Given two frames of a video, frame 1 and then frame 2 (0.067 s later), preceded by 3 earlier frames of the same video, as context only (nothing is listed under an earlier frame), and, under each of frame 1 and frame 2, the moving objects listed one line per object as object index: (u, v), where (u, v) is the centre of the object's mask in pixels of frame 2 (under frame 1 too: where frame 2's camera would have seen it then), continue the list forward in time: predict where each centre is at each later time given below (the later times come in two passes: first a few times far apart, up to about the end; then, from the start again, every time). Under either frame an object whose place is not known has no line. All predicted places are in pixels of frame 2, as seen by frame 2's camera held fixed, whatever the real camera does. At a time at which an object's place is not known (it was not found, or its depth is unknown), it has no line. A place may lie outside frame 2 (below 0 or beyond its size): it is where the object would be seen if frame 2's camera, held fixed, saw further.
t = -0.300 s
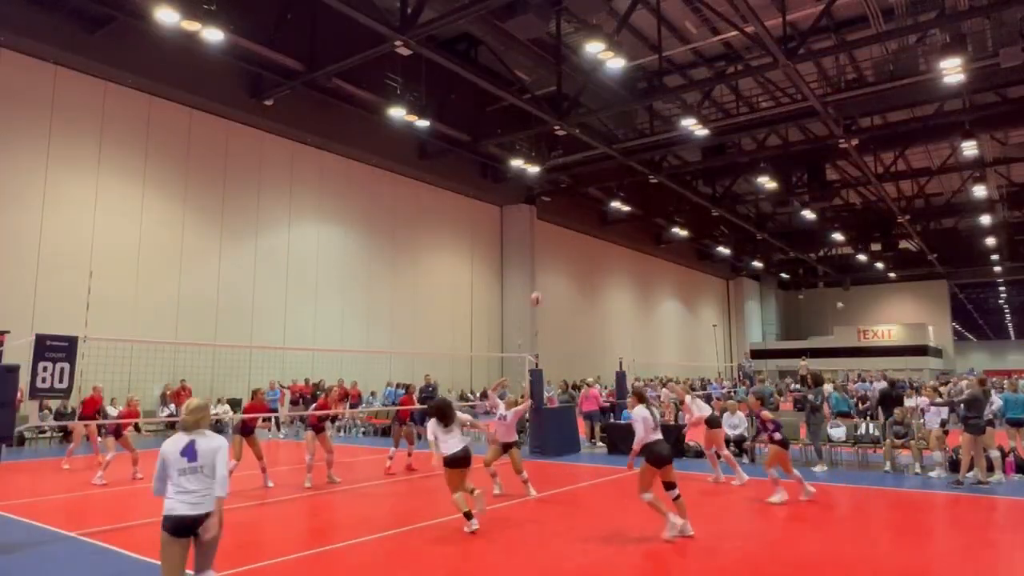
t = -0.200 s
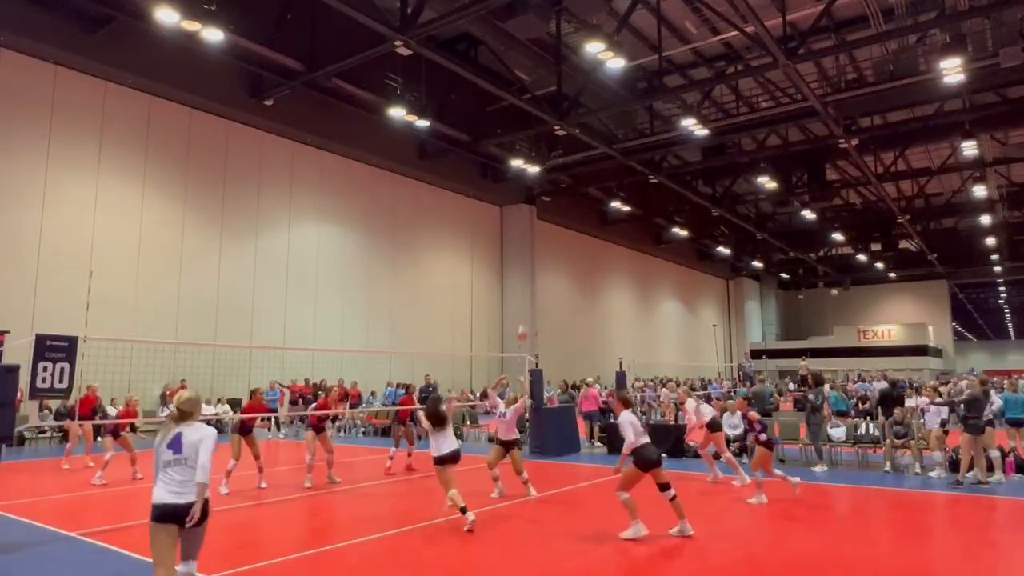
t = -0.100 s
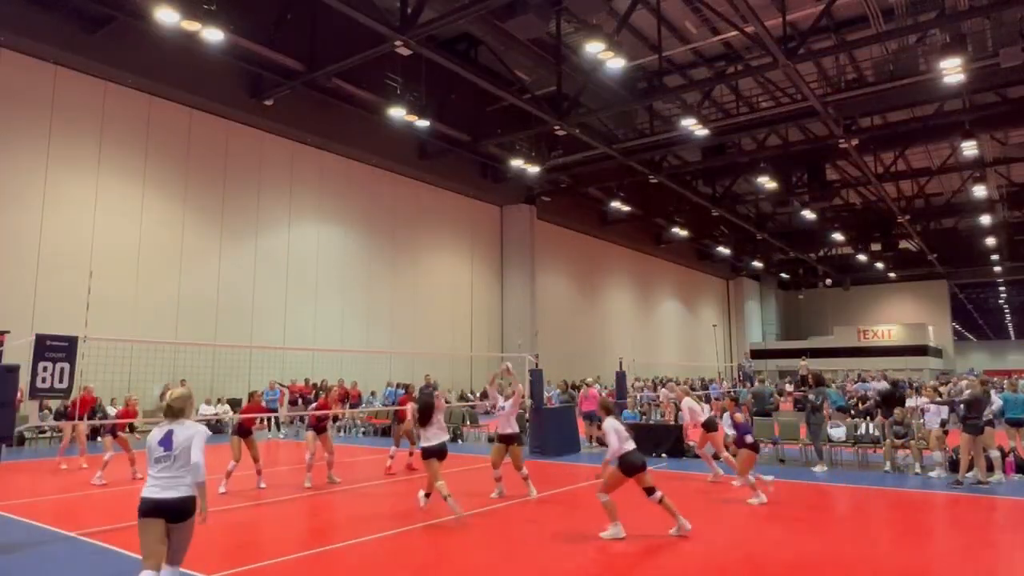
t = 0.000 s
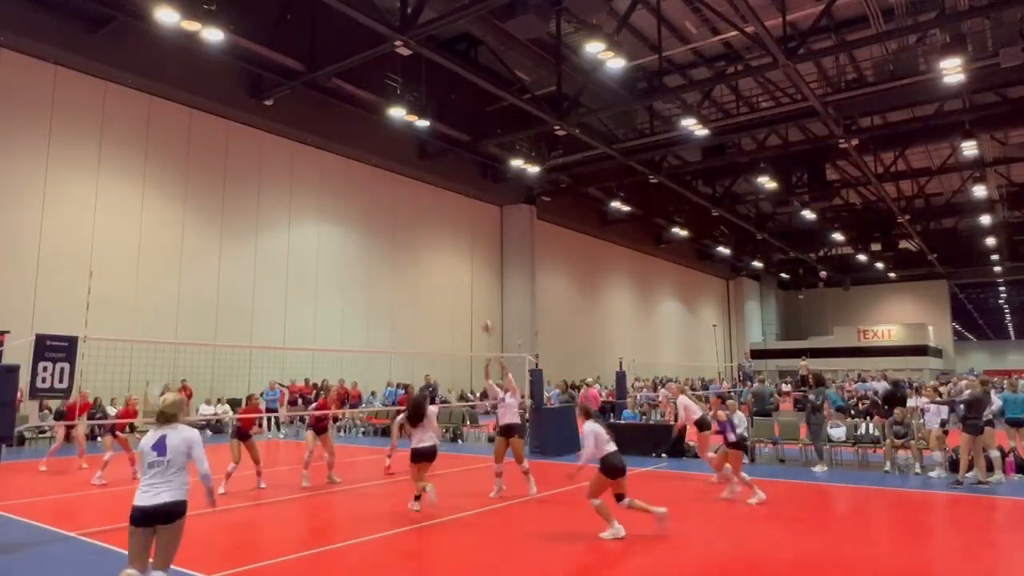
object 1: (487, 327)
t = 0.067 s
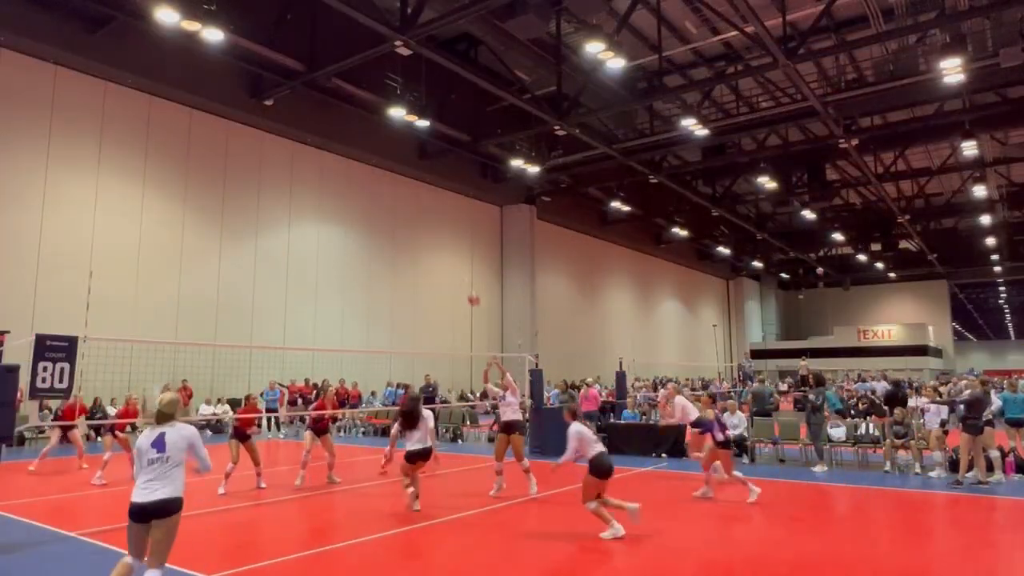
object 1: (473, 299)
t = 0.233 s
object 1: (439, 240)
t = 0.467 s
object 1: (386, 187)
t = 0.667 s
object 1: (338, 170)
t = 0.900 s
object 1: (277, 189)
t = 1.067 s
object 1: (227, 229)
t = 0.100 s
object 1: (466, 286)
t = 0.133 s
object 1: (459, 275)
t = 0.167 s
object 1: (452, 263)
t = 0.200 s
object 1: (446, 250)
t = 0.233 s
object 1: (439, 240)
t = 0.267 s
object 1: (431, 230)
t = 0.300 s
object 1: (424, 221)
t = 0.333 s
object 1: (416, 212)
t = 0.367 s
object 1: (409, 205)
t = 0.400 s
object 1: (401, 198)
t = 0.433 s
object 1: (394, 192)
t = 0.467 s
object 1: (386, 187)
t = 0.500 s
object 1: (379, 182)
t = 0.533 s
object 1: (371, 178)
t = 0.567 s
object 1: (363, 175)
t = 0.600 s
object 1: (355, 173)
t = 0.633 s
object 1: (347, 171)
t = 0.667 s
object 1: (338, 170)
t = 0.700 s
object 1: (330, 170)
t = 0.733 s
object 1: (321, 170)
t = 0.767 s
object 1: (312, 172)
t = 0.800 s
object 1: (303, 175)
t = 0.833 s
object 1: (295, 180)
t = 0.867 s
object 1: (286, 183)
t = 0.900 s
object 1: (277, 189)
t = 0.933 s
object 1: (266, 195)
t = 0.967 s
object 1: (257, 202)
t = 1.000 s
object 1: (248, 209)
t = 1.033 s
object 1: (238, 219)
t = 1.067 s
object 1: (227, 229)
